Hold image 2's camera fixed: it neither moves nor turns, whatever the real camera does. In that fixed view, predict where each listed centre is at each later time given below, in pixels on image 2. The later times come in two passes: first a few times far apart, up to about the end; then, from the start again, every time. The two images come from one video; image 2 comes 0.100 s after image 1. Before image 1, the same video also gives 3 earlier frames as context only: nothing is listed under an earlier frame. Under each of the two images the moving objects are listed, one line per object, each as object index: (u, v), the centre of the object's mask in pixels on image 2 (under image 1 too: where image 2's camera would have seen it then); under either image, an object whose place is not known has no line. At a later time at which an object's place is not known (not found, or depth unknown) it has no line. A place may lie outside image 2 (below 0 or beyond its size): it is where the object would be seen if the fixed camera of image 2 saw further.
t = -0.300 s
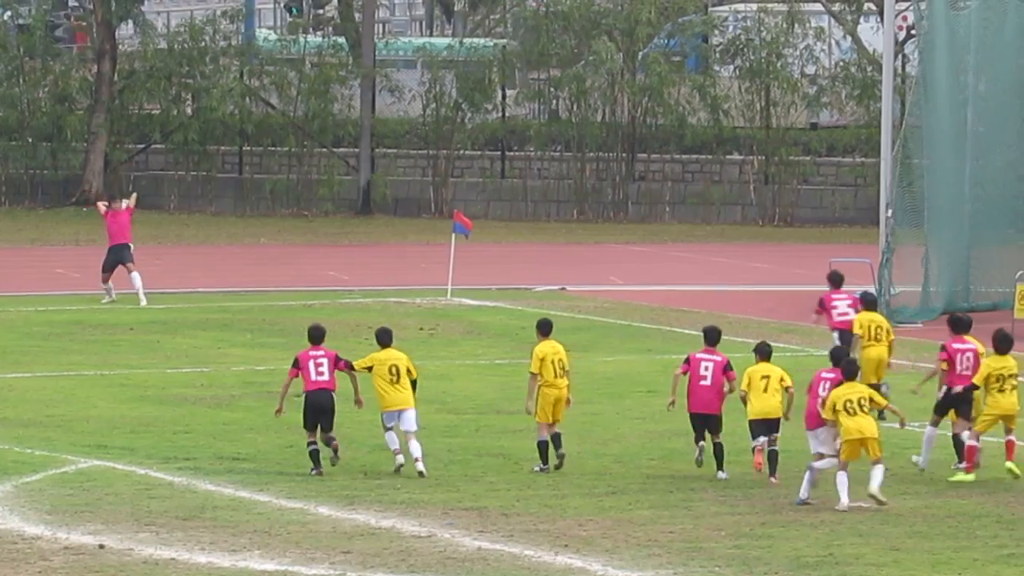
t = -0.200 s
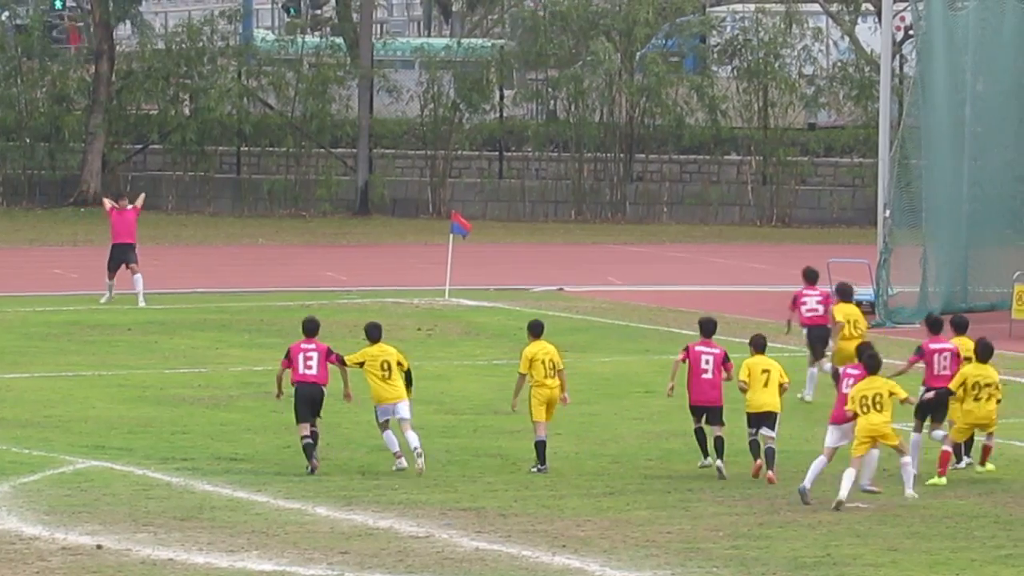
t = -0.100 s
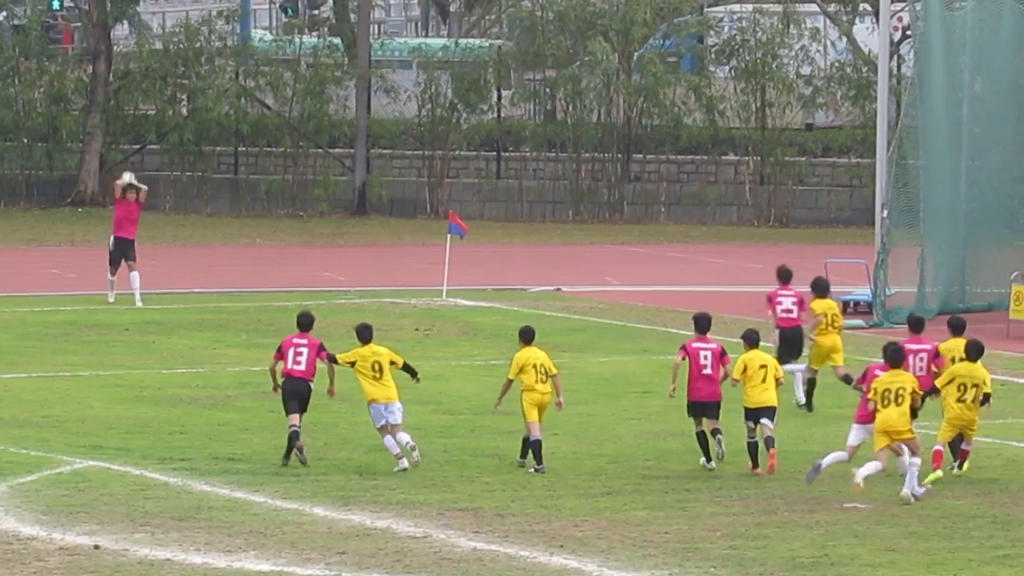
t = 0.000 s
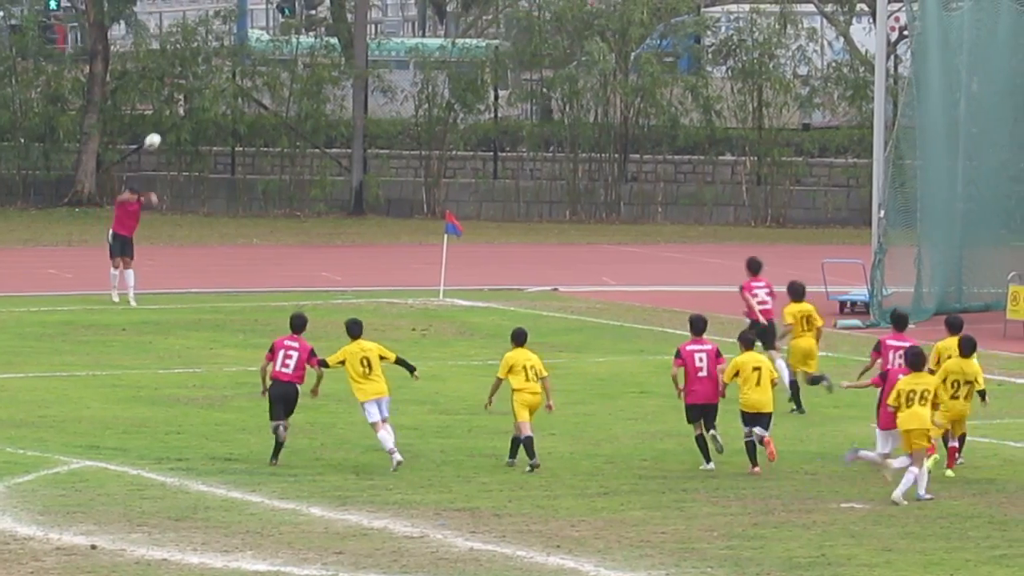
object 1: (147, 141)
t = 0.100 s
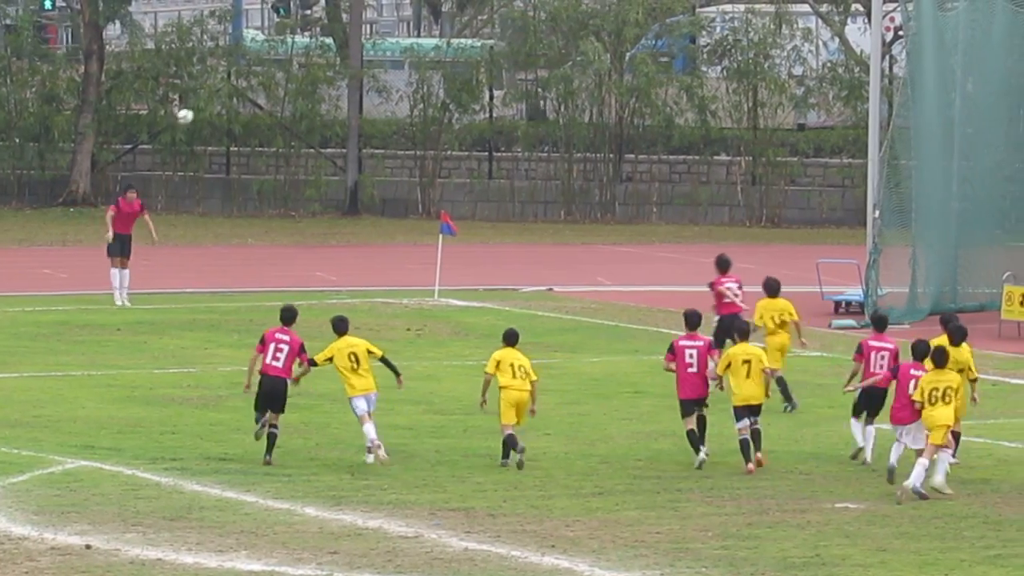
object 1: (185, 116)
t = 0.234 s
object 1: (238, 93)
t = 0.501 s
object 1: (357, 79)
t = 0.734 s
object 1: (476, 106)
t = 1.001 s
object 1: (626, 186)
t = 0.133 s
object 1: (198, 110)
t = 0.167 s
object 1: (211, 103)
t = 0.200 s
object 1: (224, 98)
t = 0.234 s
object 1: (238, 93)
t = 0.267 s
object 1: (253, 90)
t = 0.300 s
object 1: (267, 86)
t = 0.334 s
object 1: (281, 83)
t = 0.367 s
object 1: (296, 81)
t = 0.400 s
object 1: (311, 78)
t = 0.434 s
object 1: (326, 78)
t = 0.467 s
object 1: (342, 78)
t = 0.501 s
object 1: (357, 79)
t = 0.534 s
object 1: (374, 80)
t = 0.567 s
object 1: (390, 81)
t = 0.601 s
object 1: (407, 85)
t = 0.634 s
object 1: (423, 89)
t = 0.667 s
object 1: (440, 94)
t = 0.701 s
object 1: (457, 99)
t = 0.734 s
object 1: (476, 106)
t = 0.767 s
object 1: (493, 112)
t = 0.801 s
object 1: (512, 120)
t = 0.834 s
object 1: (530, 128)
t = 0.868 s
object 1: (548, 139)
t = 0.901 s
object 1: (567, 149)
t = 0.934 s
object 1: (586, 160)
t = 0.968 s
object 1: (607, 173)
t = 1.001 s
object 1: (626, 186)
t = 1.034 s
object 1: (647, 199)
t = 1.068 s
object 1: (667, 213)
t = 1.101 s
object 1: (687, 229)
